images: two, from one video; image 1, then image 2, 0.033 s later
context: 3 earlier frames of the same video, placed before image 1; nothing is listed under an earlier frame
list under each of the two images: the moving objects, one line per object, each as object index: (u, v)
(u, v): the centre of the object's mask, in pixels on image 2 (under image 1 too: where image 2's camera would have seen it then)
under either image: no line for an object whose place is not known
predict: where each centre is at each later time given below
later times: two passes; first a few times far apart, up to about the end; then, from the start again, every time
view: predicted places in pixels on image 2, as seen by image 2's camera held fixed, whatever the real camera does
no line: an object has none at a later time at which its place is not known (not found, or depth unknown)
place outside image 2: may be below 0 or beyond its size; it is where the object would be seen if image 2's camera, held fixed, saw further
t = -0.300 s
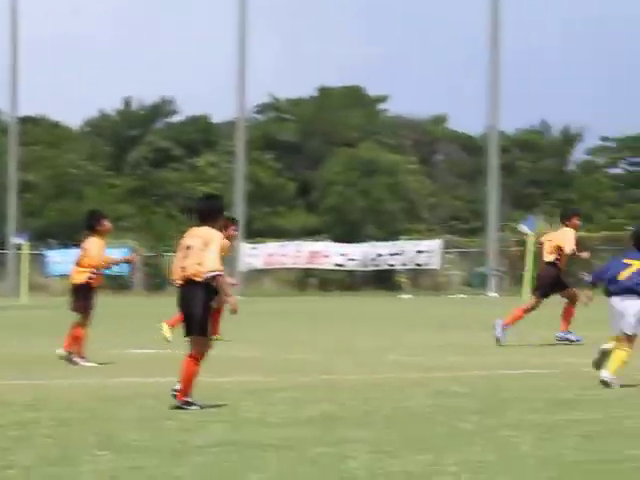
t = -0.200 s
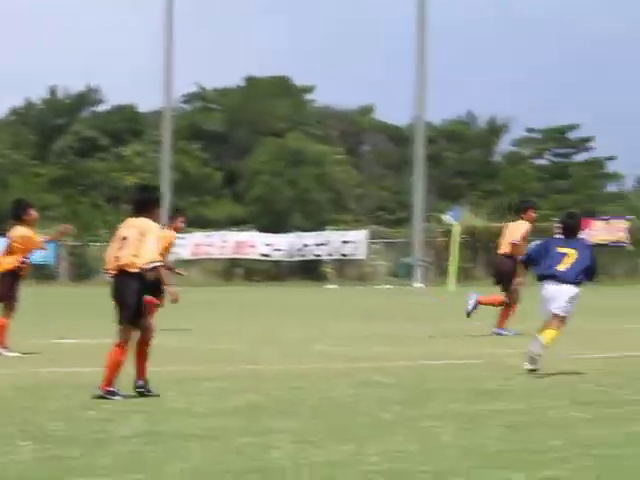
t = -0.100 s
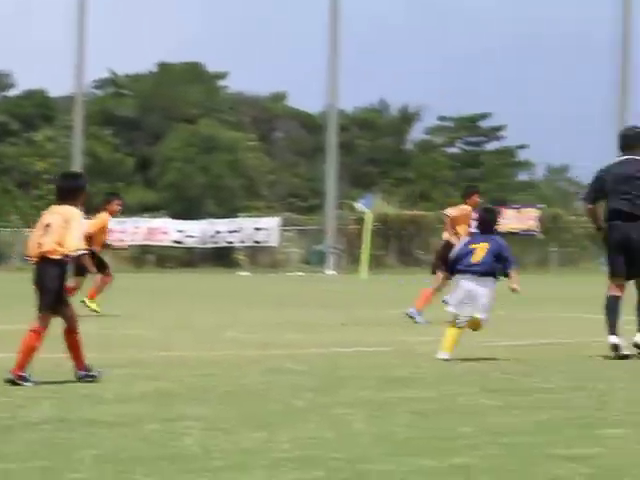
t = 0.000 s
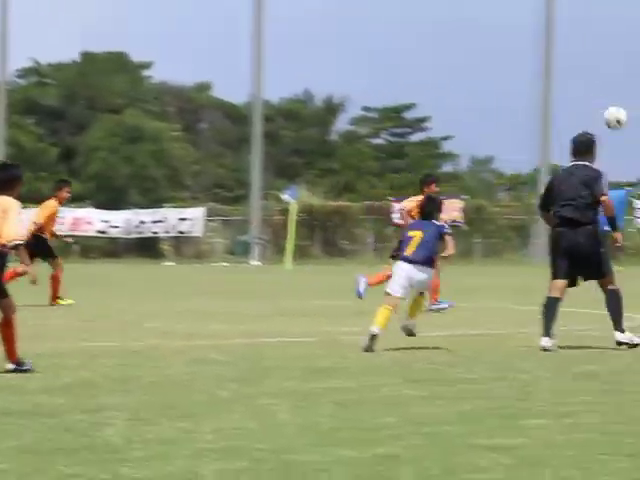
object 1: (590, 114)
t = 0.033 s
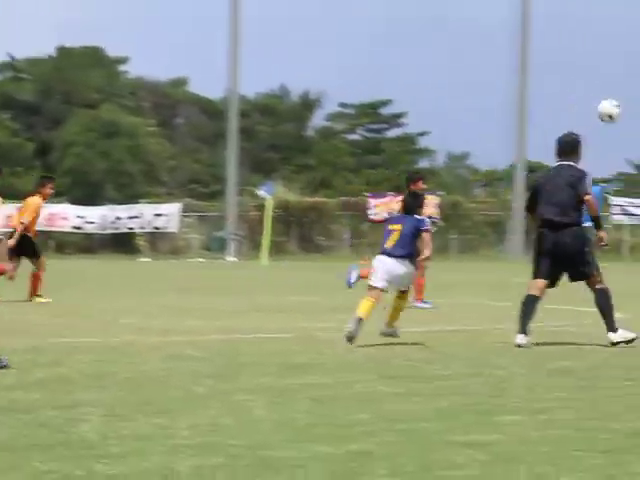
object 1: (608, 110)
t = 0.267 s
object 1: (737, 126)
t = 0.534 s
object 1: (886, 217)
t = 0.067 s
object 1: (628, 109)
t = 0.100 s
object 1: (647, 108)
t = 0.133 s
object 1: (664, 109)
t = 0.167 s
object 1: (684, 112)
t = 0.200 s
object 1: (701, 115)
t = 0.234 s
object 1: (718, 119)
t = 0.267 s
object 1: (737, 126)
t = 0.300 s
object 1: (754, 134)
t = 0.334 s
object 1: (771, 141)
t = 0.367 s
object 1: (787, 152)
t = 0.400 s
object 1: (803, 162)
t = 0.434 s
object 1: (821, 175)
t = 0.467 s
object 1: (842, 191)
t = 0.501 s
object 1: (866, 206)
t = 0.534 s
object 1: (886, 217)
